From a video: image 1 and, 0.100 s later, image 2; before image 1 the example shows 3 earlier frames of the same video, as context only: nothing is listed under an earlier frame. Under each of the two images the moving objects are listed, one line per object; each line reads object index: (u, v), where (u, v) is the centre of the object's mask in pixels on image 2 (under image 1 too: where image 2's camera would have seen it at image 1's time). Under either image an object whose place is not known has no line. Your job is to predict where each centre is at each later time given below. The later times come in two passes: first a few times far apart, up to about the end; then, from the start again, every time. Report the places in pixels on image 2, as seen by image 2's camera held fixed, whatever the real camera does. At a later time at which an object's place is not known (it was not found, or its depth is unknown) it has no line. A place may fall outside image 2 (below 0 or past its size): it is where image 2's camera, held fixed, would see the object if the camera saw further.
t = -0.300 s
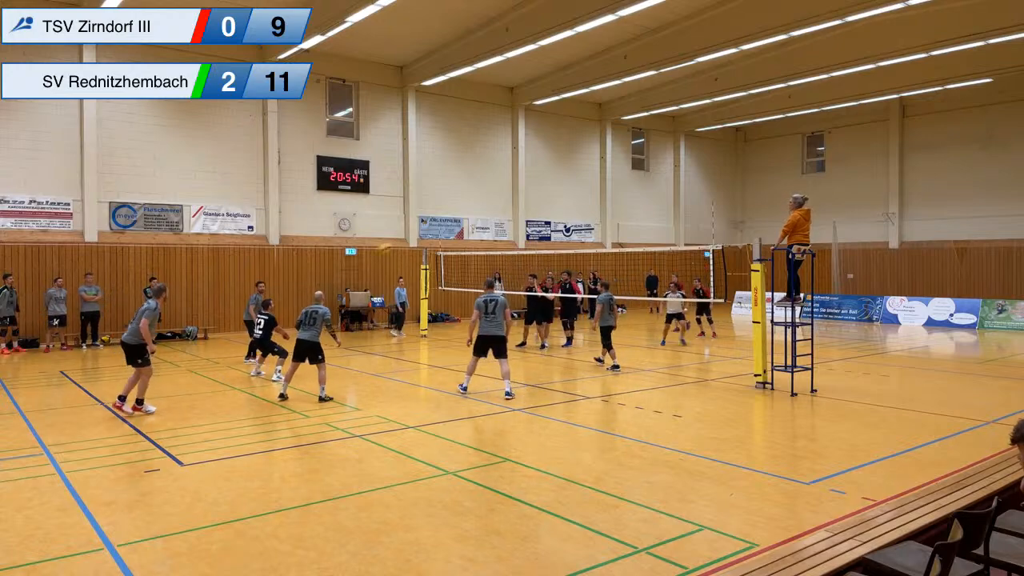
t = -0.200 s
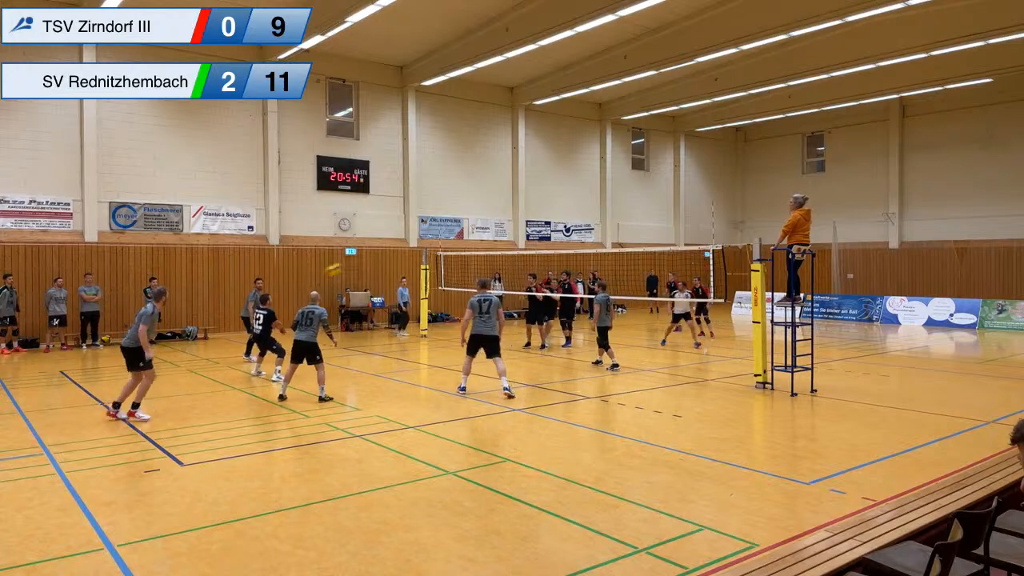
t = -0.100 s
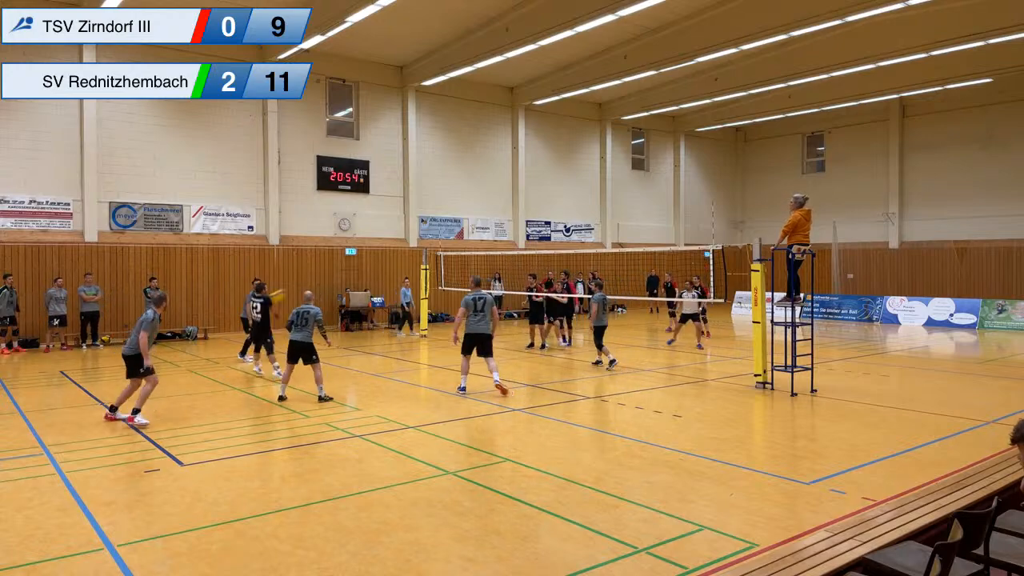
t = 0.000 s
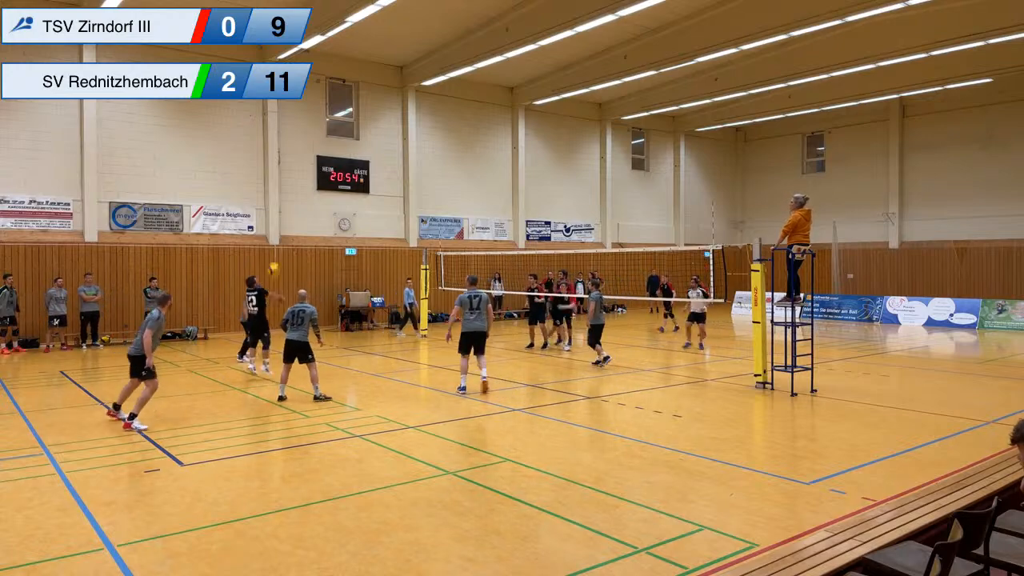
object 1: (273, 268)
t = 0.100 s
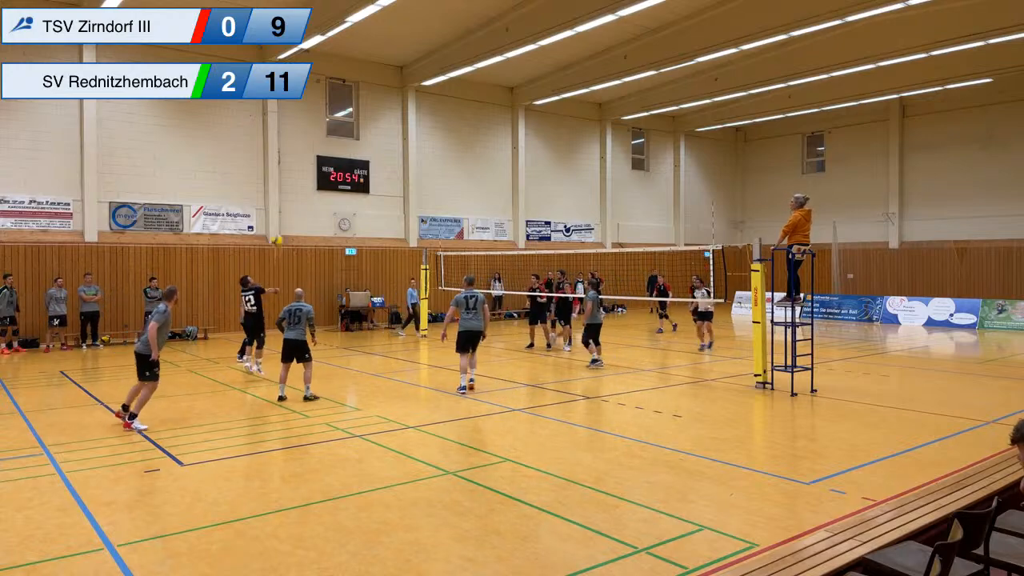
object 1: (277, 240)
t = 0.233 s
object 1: (281, 210)
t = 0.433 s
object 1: (287, 182)
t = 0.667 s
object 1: (295, 176)
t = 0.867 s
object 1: (302, 196)
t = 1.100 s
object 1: (311, 249)
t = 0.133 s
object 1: (278, 232)
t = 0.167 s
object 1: (279, 224)
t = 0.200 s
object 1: (280, 217)
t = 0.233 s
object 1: (281, 210)
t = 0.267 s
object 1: (282, 204)
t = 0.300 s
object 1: (283, 198)
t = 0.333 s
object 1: (284, 193)
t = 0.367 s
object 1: (286, 189)
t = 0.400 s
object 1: (287, 185)
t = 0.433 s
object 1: (287, 182)
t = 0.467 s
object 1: (289, 179)
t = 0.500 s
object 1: (289, 177)
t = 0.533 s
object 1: (291, 176)
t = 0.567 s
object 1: (292, 175)
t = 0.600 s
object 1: (293, 174)
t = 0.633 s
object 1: (294, 175)
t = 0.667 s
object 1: (295, 176)
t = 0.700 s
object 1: (296, 177)
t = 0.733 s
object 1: (297, 179)
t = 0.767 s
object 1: (298, 183)
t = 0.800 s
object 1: (300, 186)
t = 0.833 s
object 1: (300, 190)
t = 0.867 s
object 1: (302, 196)
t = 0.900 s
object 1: (303, 201)
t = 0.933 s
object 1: (304, 208)
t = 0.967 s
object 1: (306, 215)
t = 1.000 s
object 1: (306, 222)
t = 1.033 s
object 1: (308, 231)
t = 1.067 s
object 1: (310, 239)
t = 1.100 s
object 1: (311, 249)
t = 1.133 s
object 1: (313, 260)
